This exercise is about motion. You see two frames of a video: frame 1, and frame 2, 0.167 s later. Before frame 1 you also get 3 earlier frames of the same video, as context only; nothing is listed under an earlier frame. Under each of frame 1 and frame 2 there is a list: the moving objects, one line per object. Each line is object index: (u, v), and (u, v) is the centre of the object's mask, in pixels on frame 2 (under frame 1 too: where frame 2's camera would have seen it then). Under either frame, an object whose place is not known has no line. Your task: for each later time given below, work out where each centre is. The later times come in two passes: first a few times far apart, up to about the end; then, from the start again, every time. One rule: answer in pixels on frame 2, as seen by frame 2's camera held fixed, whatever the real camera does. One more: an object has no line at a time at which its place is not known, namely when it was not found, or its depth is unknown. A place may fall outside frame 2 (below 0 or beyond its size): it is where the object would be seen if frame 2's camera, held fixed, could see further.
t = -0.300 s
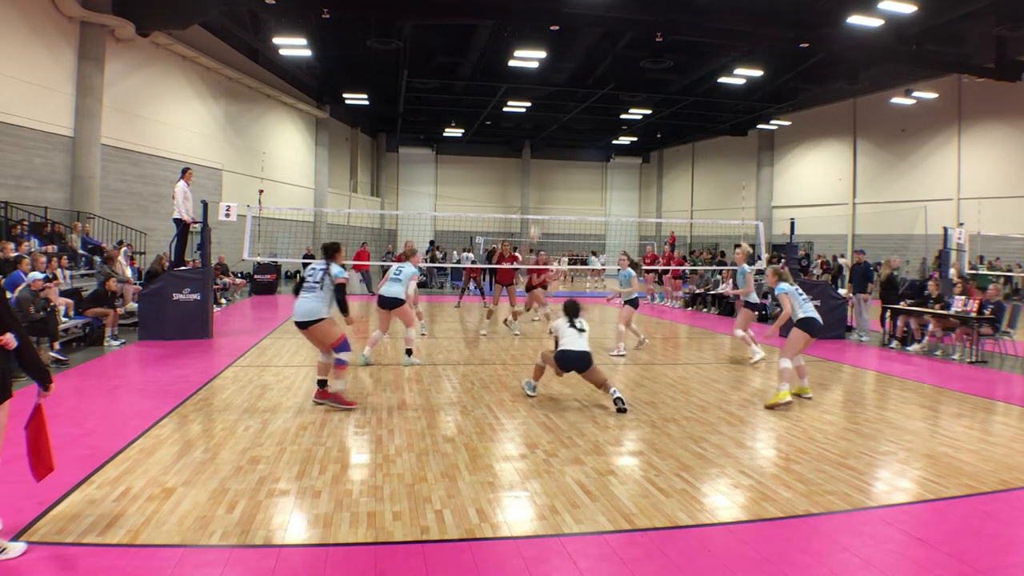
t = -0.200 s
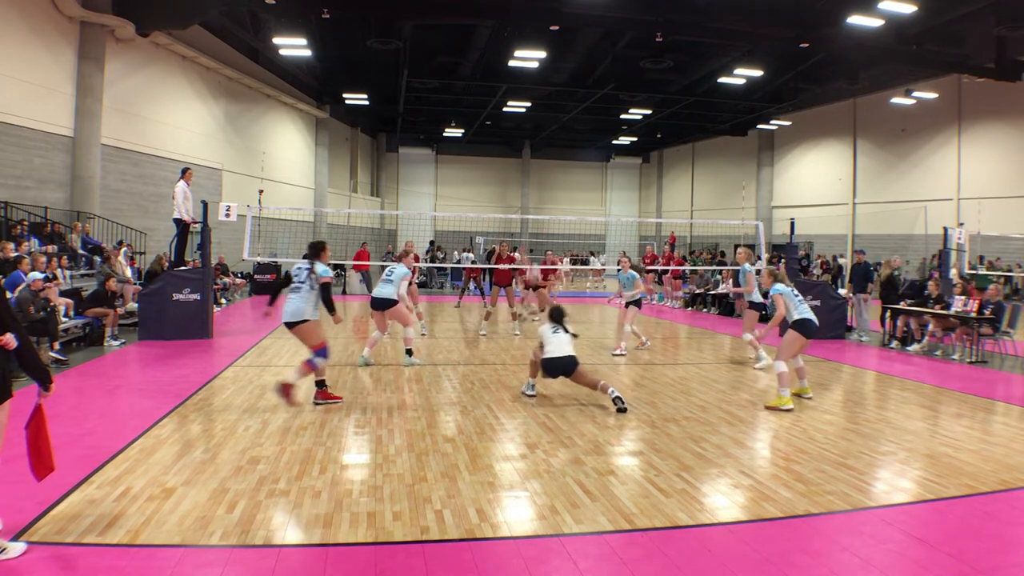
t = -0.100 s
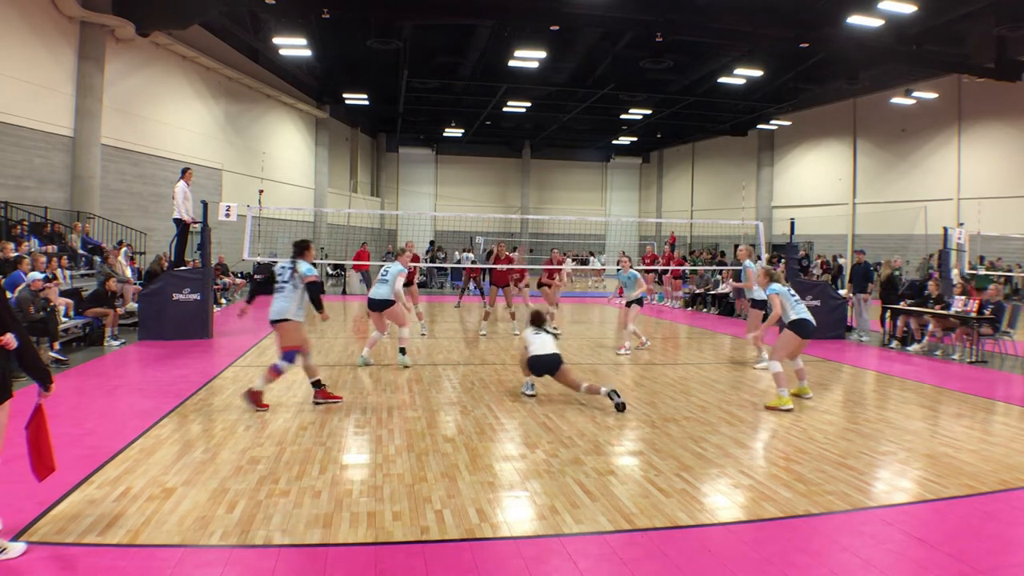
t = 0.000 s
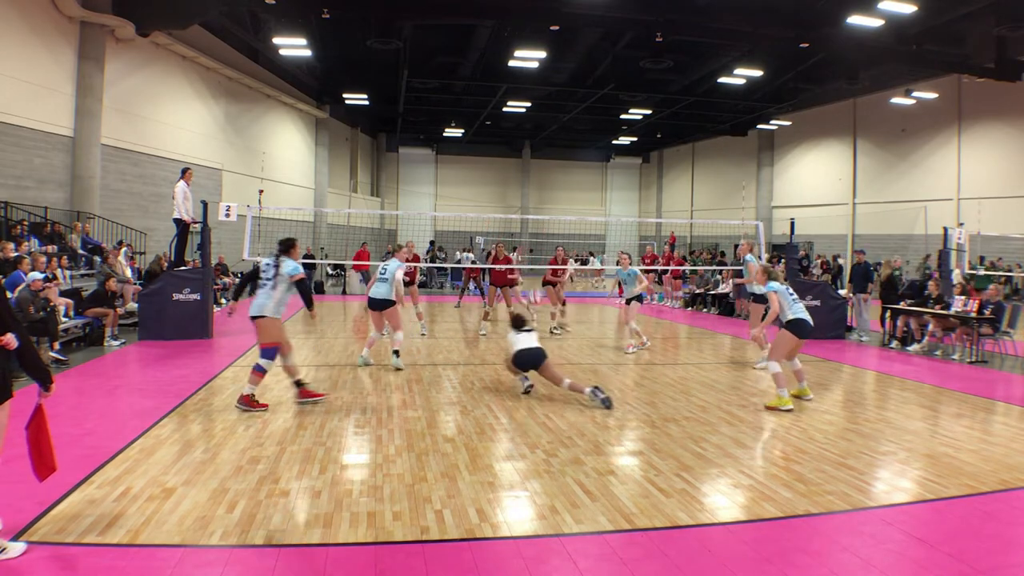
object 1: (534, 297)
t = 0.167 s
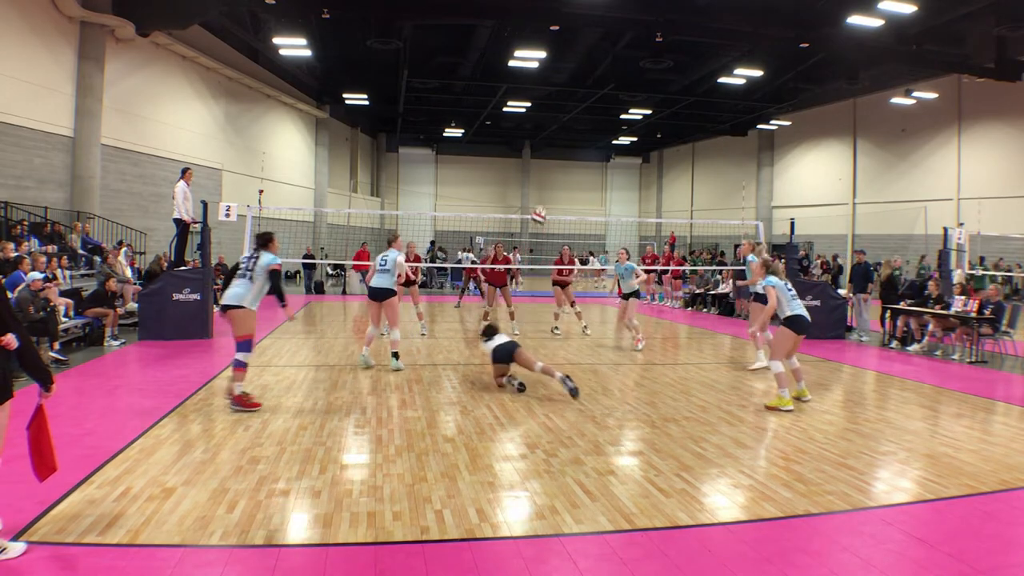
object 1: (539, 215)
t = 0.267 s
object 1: (541, 179)
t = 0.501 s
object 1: (545, 129)
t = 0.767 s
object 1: (549, 120)
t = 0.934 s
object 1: (551, 135)
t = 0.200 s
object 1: (538, 203)
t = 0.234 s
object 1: (540, 190)
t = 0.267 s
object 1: (541, 179)
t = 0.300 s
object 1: (541, 170)
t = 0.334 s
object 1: (542, 160)
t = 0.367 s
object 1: (542, 152)
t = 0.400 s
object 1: (543, 146)
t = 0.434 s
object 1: (544, 139)
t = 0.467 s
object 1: (544, 134)
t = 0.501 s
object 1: (545, 129)
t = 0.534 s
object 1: (545, 126)
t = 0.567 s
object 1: (546, 123)
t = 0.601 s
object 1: (546, 120)
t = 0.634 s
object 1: (547, 119)
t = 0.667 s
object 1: (548, 118)
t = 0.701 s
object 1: (548, 118)
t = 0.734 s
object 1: (548, 119)
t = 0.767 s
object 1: (549, 120)
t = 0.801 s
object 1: (549, 122)
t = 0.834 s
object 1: (550, 124)
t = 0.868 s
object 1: (550, 128)
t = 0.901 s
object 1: (551, 131)
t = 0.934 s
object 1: (551, 135)
